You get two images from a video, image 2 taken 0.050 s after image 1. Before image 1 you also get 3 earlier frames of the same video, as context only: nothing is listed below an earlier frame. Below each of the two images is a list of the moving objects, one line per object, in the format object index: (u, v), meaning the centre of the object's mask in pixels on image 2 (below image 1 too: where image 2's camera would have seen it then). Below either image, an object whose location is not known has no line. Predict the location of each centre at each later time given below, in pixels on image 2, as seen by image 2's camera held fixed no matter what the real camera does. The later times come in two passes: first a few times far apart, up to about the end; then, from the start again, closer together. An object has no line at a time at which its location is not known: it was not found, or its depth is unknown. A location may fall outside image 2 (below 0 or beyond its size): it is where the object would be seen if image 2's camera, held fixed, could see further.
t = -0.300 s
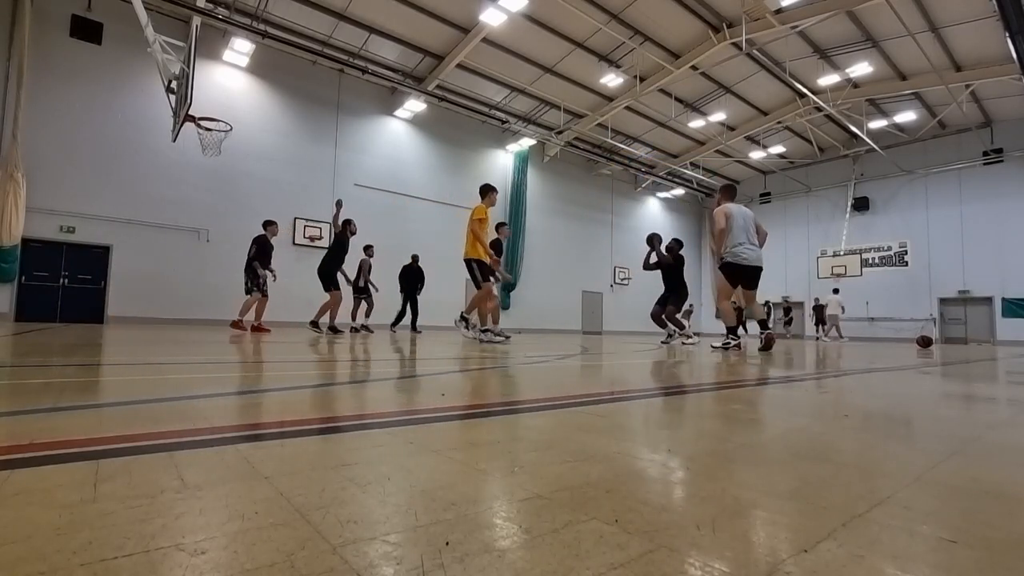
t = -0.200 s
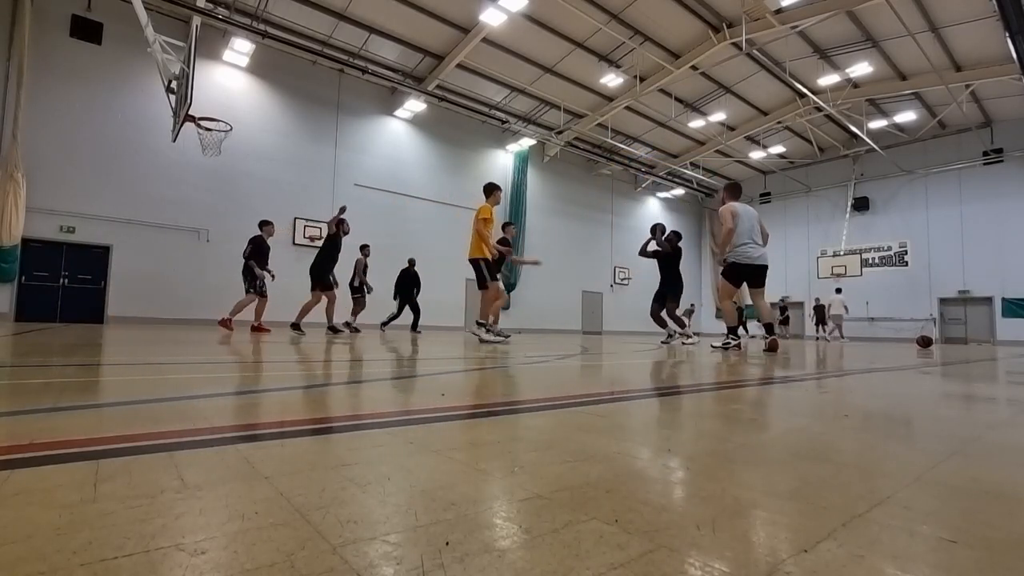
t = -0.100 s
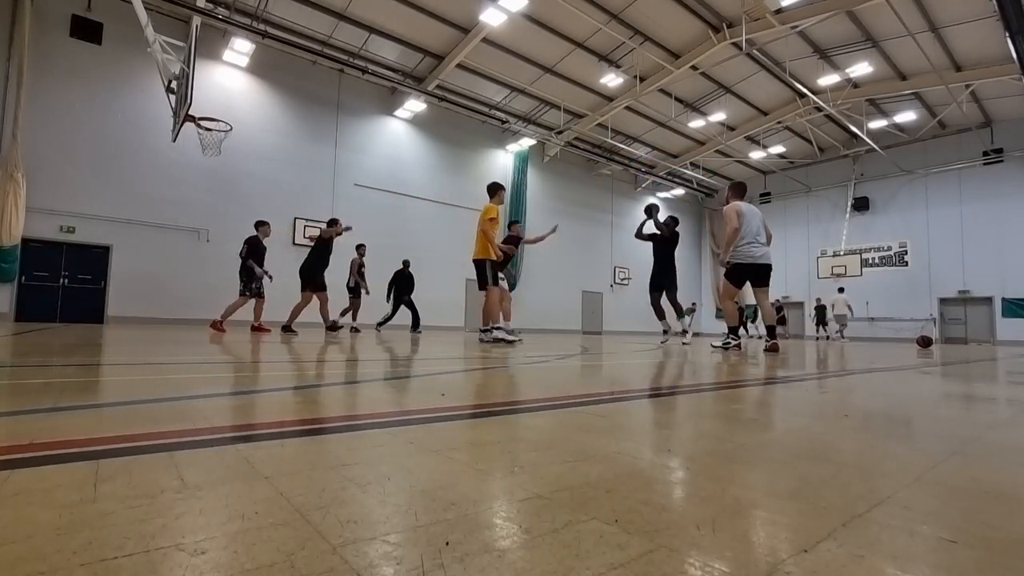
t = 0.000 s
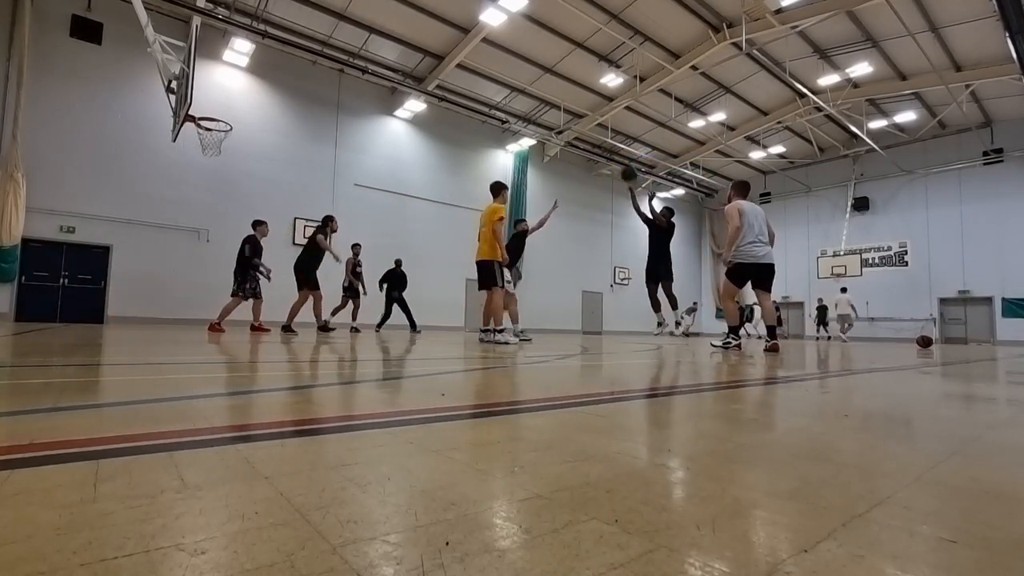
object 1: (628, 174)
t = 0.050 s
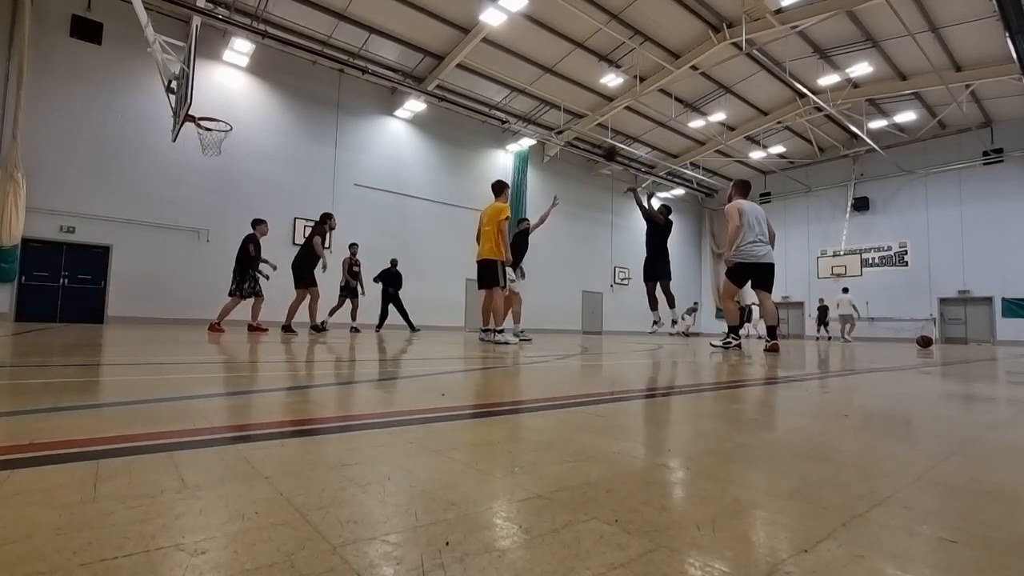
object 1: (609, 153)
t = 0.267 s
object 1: (530, 85)
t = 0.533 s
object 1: (436, 43)
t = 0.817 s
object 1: (335, 46)
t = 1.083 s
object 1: (240, 96)
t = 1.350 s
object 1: (226, 135)
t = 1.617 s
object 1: (209, 155)
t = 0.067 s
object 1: (604, 147)
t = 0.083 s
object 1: (597, 141)
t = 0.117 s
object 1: (585, 129)
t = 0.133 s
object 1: (579, 123)
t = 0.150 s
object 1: (573, 118)
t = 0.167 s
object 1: (567, 113)
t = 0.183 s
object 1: (561, 108)
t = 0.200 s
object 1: (555, 103)
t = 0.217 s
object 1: (549, 97)
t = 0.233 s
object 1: (543, 94)
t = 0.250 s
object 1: (536, 89)
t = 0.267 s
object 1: (530, 85)
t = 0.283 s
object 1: (525, 81)
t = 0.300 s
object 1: (519, 77)
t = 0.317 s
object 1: (512, 74)
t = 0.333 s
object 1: (507, 70)
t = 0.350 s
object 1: (501, 67)
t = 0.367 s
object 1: (495, 64)
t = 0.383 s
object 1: (489, 61)
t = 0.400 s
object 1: (483, 58)
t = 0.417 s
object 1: (477, 55)
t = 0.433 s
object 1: (472, 53)
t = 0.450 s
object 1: (465, 51)
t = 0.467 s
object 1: (459, 49)
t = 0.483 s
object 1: (454, 47)
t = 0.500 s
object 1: (447, 45)
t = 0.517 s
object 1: (442, 44)
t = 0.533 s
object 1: (436, 43)
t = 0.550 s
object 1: (430, 41)
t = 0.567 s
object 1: (424, 40)
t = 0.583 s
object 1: (418, 39)
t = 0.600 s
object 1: (412, 39)
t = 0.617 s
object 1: (407, 38)
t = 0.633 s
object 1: (401, 38)
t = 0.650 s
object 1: (394, 38)
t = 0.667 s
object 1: (389, 38)
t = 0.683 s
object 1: (383, 39)
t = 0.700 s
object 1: (377, 39)
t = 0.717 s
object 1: (371, 40)
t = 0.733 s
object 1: (365, 40)
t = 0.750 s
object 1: (359, 41)
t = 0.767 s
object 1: (353, 42)
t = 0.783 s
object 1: (347, 43)
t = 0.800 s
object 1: (341, 45)
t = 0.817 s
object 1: (335, 46)
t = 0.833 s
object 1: (329, 48)
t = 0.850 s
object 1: (323, 50)
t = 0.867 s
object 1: (317, 52)
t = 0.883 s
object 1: (312, 55)
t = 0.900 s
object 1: (306, 57)
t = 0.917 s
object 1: (300, 60)
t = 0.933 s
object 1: (293, 63)
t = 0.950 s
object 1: (288, 66)
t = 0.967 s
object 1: (281, 69)
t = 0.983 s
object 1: (276, 72)
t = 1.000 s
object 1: (269, 76)
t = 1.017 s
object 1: (264, 79)
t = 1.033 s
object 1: (258, 82)
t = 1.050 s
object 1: (252, 87)
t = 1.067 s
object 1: (246, 91)
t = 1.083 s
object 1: (240, 96)
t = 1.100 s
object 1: (234, 100)
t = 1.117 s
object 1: (227, 105)
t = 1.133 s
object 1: (221, 110)
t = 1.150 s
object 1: (215, 114)
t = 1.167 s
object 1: (207, 121)
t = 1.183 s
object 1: (206, 124)
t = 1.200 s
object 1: (211, 128)
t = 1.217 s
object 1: (216, 131)
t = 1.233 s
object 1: (221, 135)
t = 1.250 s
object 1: (224, 136)
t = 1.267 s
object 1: (225, 134)
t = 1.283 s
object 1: (227, 133)
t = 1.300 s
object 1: (227, 133)
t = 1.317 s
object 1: (227, 134)
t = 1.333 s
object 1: (227, 134)
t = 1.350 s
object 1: (226, 135)
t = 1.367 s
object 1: (225, 135)
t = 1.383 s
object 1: (224, 136)
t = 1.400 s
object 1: (224, 138)
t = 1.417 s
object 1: (223, 139)
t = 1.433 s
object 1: (222, 140)
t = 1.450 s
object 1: (221, 141)
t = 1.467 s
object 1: (220, 141)
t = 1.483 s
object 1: (218, 142)
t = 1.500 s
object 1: (217, 143)
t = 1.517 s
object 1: (216, 144)
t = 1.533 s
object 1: (215, 146)
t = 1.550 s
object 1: (214, 147)
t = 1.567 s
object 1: (213, 149)
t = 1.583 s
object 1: (212, 151)
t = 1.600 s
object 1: (211, 153)
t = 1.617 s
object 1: (209, 155)
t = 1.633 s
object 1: (208, 157)
